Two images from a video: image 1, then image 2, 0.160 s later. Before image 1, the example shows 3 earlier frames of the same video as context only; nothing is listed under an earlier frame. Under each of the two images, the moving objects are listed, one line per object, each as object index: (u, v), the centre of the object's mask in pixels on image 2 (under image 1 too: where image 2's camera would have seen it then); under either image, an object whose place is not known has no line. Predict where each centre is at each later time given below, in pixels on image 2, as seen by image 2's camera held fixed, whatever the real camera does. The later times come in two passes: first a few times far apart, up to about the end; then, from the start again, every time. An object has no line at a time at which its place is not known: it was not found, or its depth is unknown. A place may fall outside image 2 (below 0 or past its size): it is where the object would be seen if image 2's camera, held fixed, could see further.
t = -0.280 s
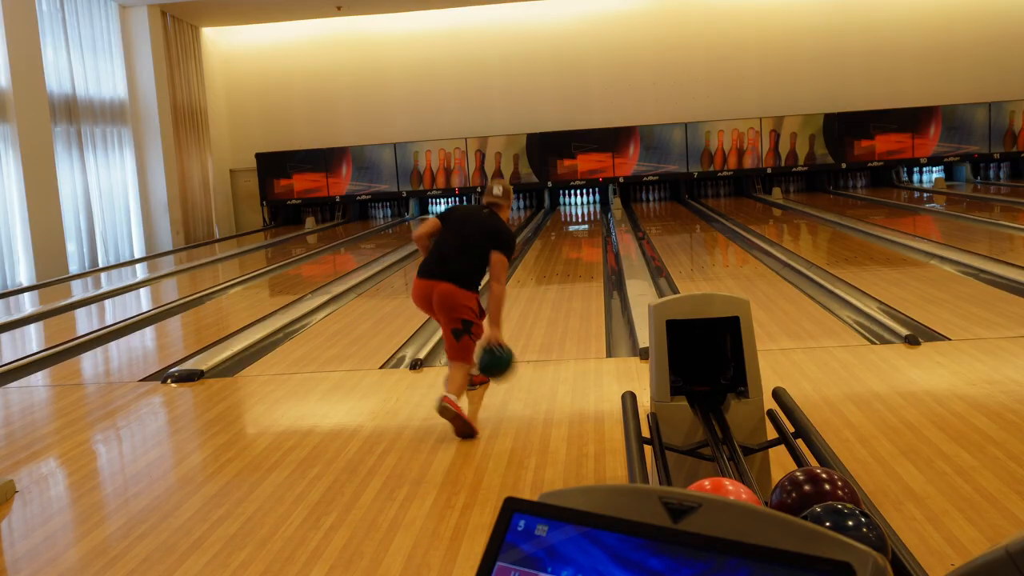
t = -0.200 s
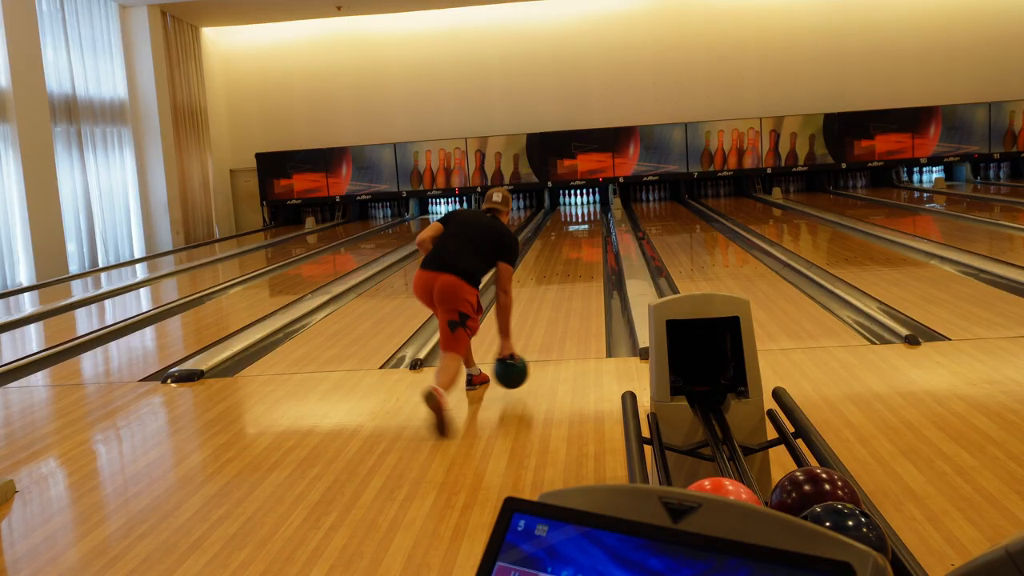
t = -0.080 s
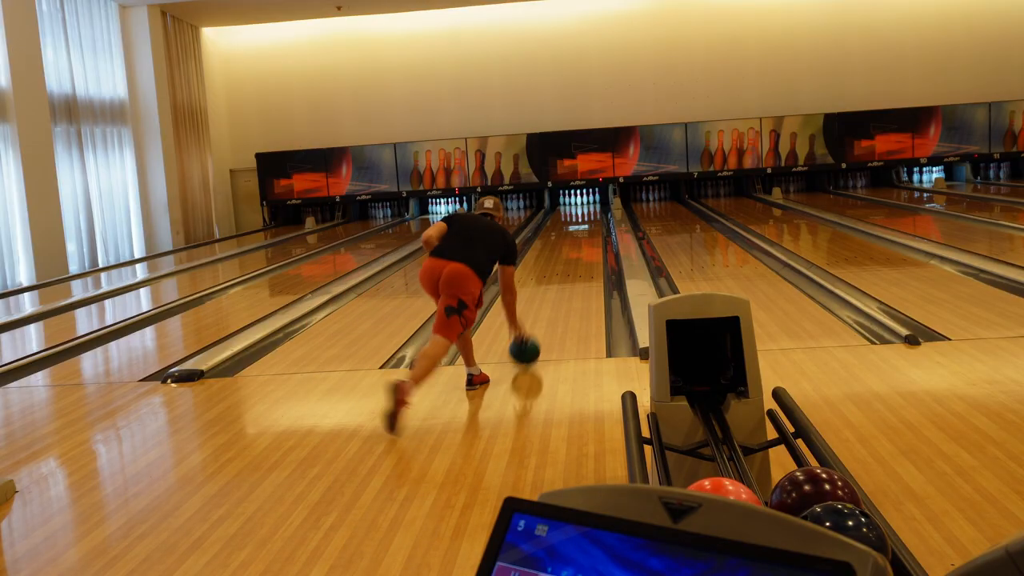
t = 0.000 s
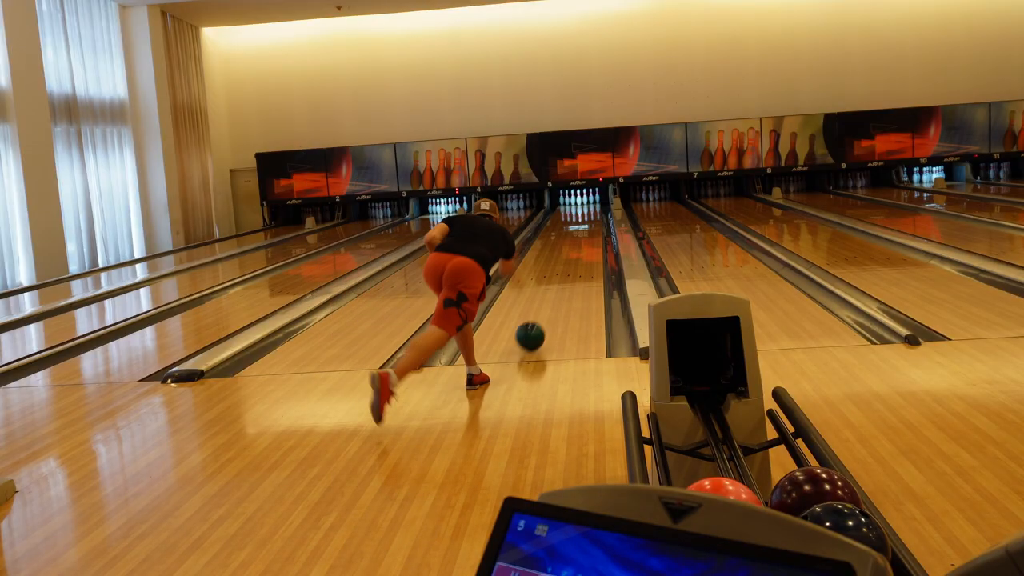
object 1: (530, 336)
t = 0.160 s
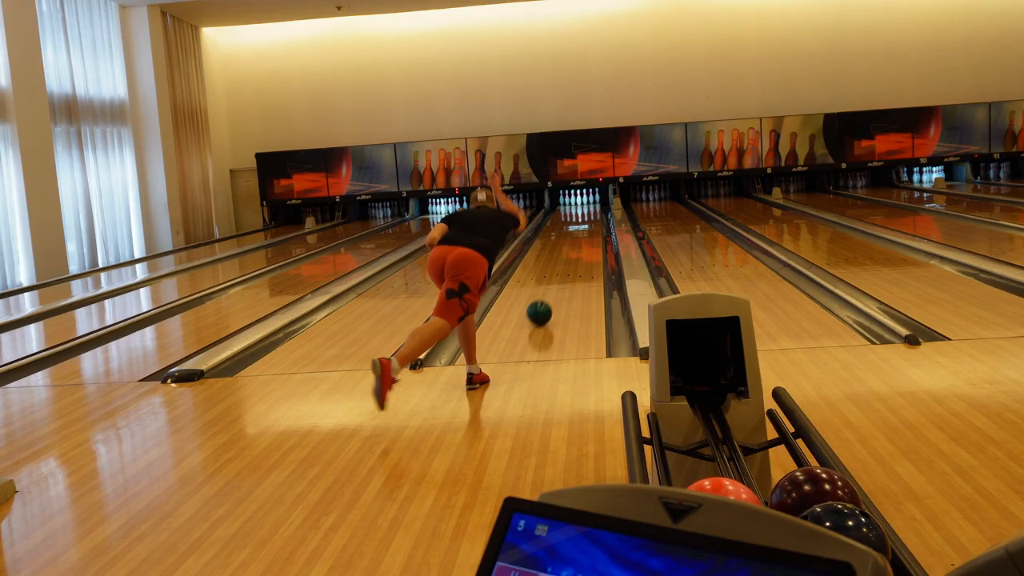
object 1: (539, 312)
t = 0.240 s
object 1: (543, 302)
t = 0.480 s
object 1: (552, 278)
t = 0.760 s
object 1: (559, 259)
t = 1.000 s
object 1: (564, 246)
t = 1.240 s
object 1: (568, 236)
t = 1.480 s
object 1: (571, 227)
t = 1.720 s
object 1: (574, 221)
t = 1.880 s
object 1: (575, 217)
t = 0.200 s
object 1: (541, 307)
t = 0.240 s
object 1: (543, 302)
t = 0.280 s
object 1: (545, 298)
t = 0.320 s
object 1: (546, 294)
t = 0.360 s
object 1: (548, 289)
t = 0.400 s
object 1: (549, 285)
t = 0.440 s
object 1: (550, 282)
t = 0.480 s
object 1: (552, 278)
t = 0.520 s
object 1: (553, 275)
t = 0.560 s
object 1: (555, 272)
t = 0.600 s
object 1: (555, 269)
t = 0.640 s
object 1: (556, 266)
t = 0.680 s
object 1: (557, 264)
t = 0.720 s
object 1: (558, 261)
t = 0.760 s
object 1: (559, 259)
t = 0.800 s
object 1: (560, 256)
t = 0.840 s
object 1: (561, 254)
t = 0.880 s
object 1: (562, 252)
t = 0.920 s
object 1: (563, 250)
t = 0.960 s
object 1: (563, 248)
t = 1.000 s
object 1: (564, 246)
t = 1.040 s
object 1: (564, 244)
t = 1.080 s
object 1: (565, 242)
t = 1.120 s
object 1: (566, 240)
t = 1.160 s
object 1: (566, 239)
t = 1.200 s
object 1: (567, 237)
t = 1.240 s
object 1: (568, 236)
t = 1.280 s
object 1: (568, 234)
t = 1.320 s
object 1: (569, 233)
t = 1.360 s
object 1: (569, 231)
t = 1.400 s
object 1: (570, 230)
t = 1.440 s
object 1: (570, 229)
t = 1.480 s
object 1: (571, 227)
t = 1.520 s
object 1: (571, 226)
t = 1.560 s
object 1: (572, 225)
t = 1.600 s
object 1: (572, 224)
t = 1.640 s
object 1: (573, 223)
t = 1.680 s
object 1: (573, 222)
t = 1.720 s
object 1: (574, 221)
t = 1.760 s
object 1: (574, 220)
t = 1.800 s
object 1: (574, 219)
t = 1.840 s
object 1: (575, 218)
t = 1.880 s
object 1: (575, 217)
